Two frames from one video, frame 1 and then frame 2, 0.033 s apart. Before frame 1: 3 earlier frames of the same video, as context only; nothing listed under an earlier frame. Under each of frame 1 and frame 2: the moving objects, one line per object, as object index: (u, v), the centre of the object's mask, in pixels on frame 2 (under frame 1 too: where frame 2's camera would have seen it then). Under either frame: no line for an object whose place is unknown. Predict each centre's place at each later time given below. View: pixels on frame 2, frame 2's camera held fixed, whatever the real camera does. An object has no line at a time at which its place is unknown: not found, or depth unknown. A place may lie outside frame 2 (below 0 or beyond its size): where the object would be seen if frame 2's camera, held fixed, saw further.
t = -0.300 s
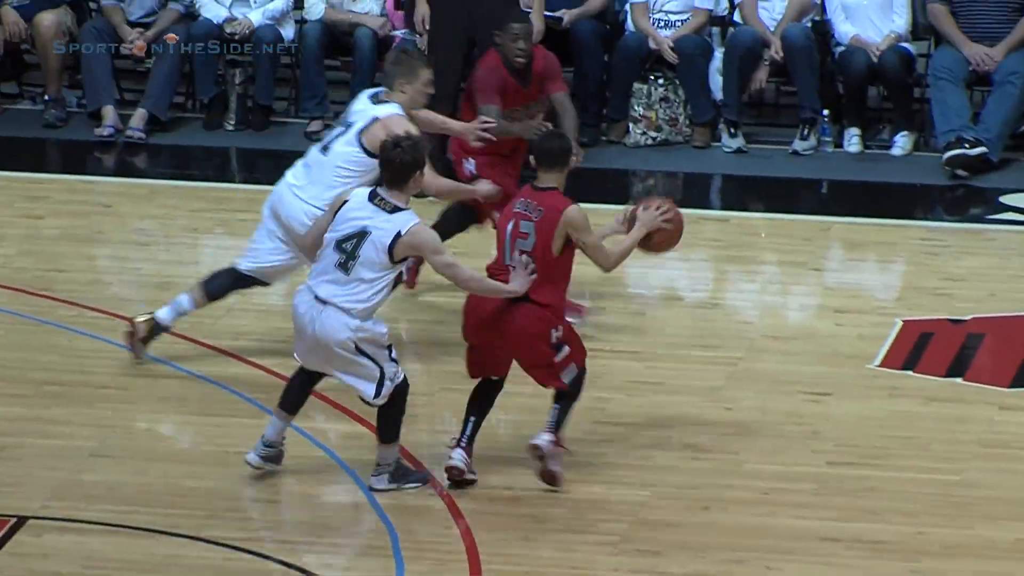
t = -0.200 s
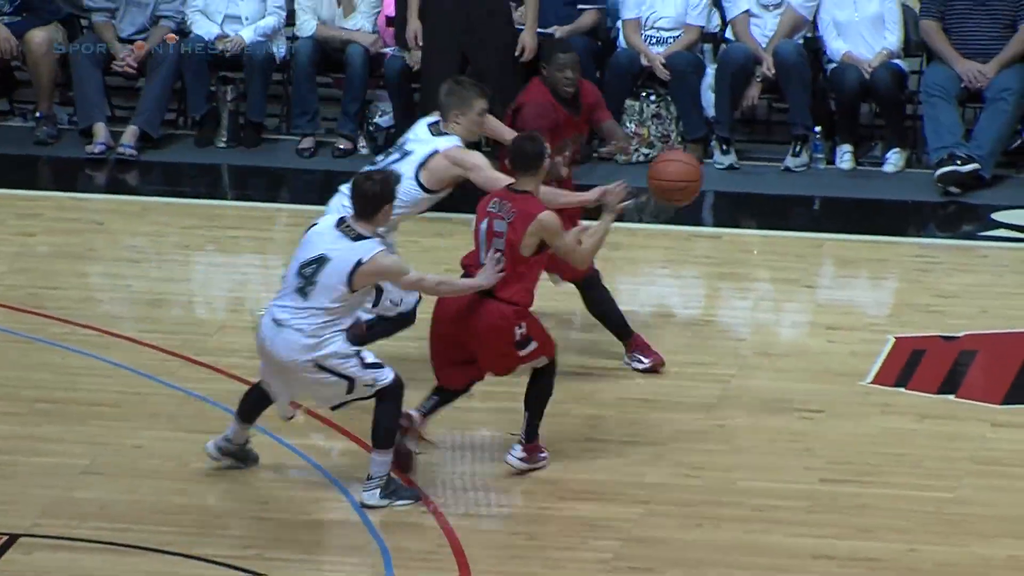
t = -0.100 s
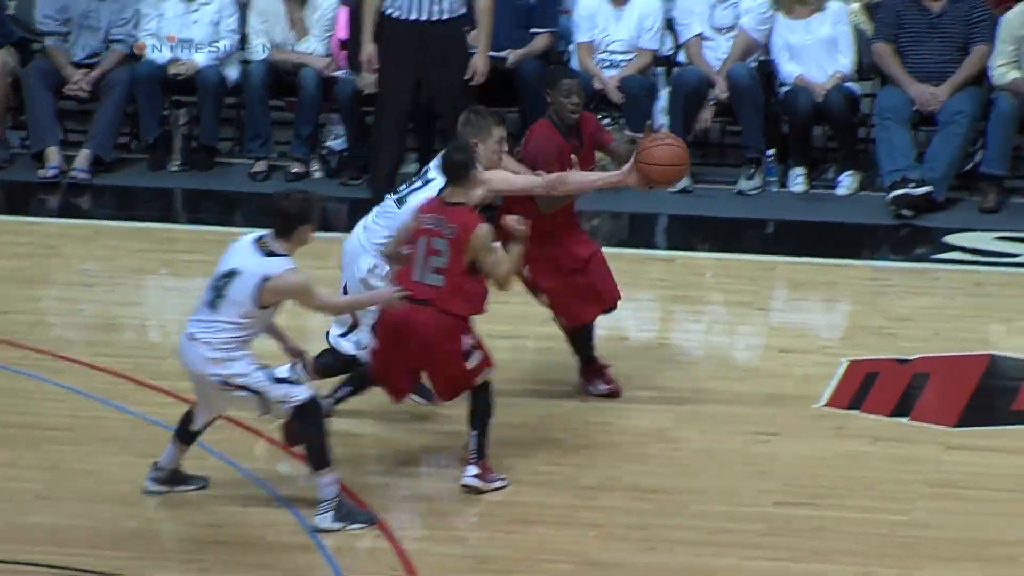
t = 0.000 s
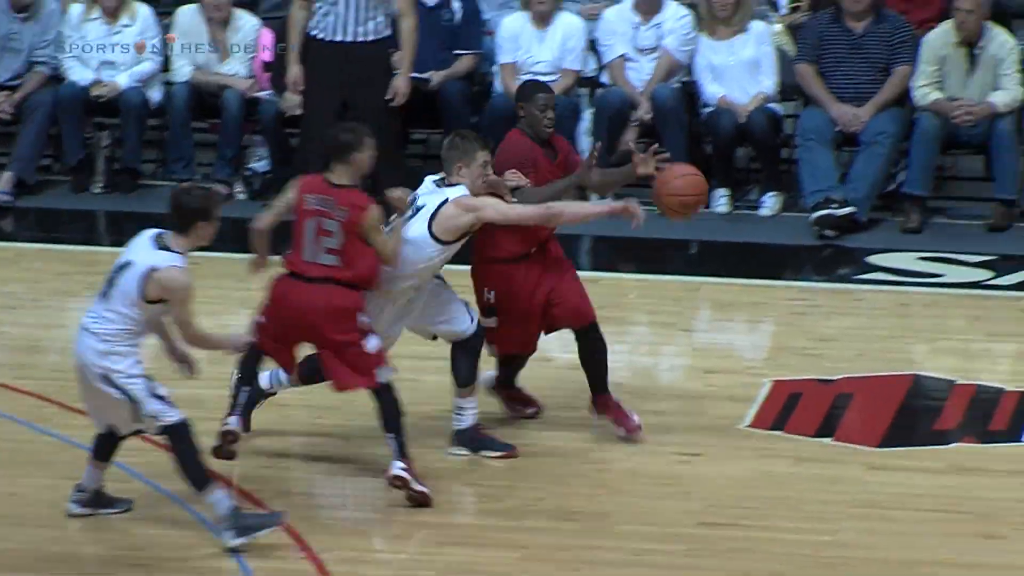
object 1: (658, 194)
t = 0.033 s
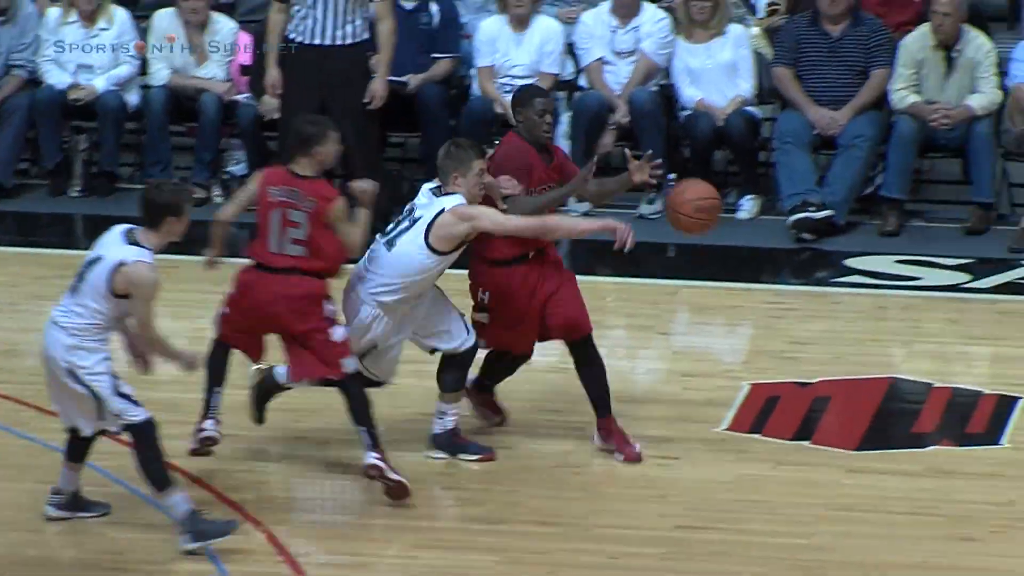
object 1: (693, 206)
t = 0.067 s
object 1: (729, 223)
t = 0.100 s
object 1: (765, 242)
